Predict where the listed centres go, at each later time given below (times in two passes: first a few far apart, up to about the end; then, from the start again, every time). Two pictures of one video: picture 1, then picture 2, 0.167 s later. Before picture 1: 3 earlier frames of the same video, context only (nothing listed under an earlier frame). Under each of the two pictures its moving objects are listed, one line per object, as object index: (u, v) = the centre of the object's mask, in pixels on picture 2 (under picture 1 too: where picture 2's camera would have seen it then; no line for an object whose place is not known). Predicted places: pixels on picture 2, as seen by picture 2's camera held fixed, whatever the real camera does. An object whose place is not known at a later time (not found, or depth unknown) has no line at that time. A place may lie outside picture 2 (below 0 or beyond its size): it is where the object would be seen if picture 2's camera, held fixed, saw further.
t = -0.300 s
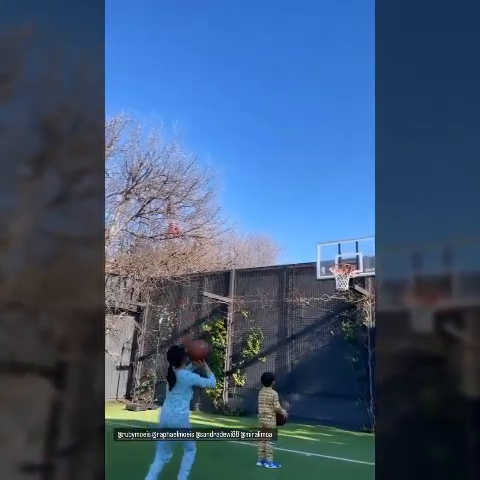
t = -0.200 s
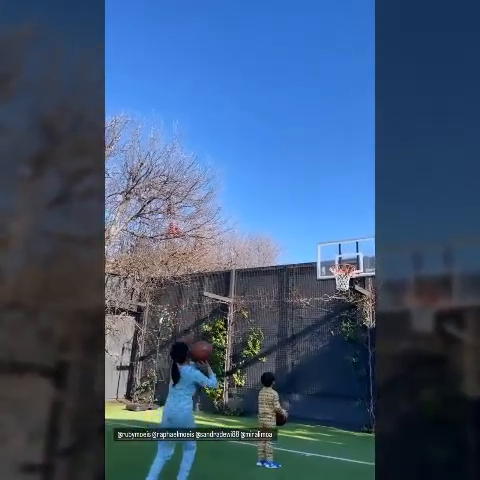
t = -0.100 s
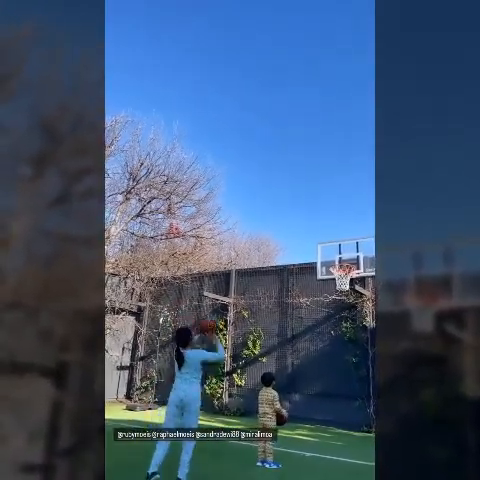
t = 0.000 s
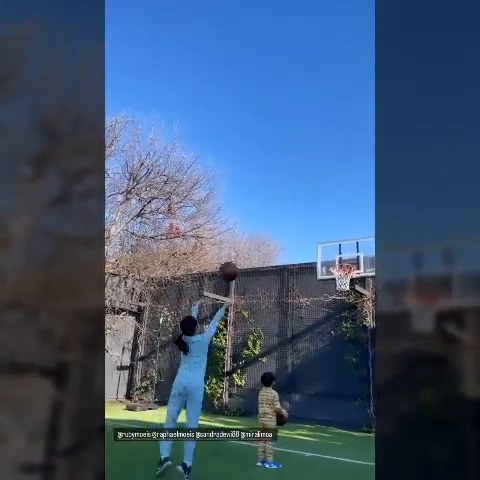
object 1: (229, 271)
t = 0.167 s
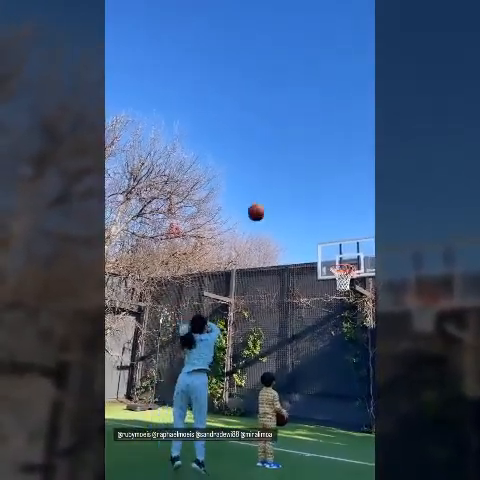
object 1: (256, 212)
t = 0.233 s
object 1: (264, 198)
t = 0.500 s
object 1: (292, 174)
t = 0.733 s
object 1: (309, 187)
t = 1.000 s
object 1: (324, 230)
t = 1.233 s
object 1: (344, 267)
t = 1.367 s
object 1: (346, 264)
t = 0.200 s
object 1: (260, 205)
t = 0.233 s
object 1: (264, 198)
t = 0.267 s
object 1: (268, 192)
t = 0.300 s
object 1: (272, 187)
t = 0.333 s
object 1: (276, 183)
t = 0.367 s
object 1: (279, 180)
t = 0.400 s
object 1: (283, 178)
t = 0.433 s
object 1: (286, 176)
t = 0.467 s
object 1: (289, 175)
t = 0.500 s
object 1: (292, 174)
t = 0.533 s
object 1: (295, 174)
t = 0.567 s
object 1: (297, 175)
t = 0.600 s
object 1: (300, 176)
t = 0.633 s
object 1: (302, 179)
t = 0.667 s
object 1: (305, 181)
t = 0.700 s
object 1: (307, 184)
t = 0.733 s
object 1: (309, 187)
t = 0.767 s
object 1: (311, 191)
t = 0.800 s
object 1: (313, 195)
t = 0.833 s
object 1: (315, 200)
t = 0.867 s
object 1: (317, 205)
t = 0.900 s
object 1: (319, 211)
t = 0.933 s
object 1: (321, 216)
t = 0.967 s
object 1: (322, 223)
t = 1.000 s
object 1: (324, 230)
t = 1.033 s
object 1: (326, 237)
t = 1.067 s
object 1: (328, 245)
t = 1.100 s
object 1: (330, 253)
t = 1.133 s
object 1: (332, 261)
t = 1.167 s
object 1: (336, 261)
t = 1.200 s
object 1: (339, 264)
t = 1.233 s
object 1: (344, 267)
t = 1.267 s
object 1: (345, 267)
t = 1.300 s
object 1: (346, 266)
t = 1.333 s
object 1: (347, 265)
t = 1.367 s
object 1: (346, 264)
